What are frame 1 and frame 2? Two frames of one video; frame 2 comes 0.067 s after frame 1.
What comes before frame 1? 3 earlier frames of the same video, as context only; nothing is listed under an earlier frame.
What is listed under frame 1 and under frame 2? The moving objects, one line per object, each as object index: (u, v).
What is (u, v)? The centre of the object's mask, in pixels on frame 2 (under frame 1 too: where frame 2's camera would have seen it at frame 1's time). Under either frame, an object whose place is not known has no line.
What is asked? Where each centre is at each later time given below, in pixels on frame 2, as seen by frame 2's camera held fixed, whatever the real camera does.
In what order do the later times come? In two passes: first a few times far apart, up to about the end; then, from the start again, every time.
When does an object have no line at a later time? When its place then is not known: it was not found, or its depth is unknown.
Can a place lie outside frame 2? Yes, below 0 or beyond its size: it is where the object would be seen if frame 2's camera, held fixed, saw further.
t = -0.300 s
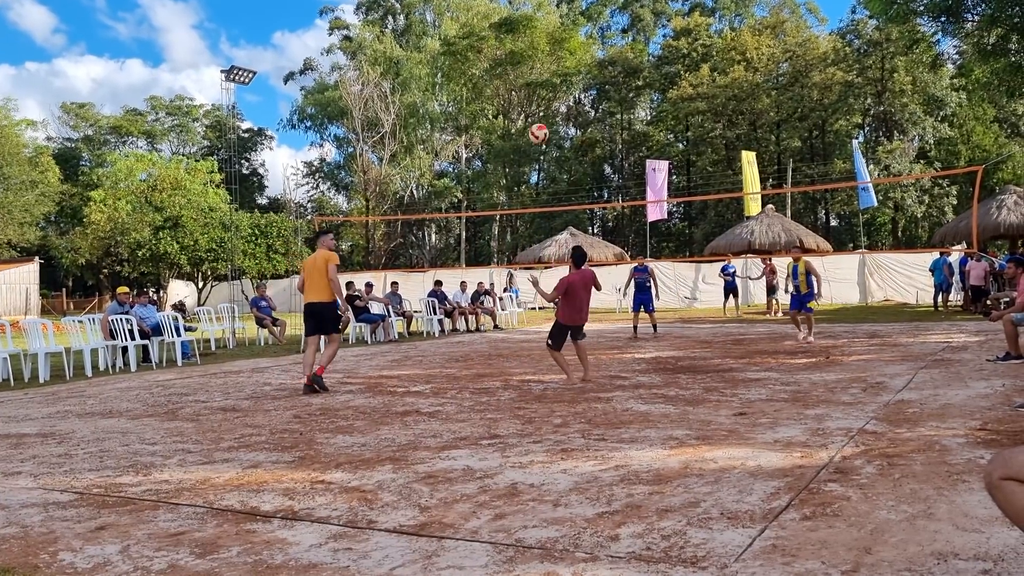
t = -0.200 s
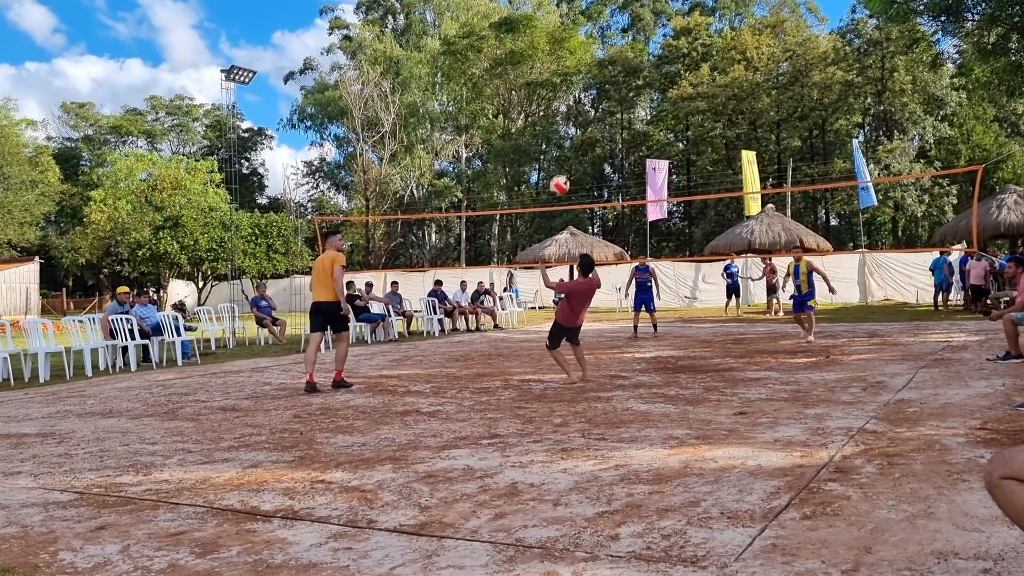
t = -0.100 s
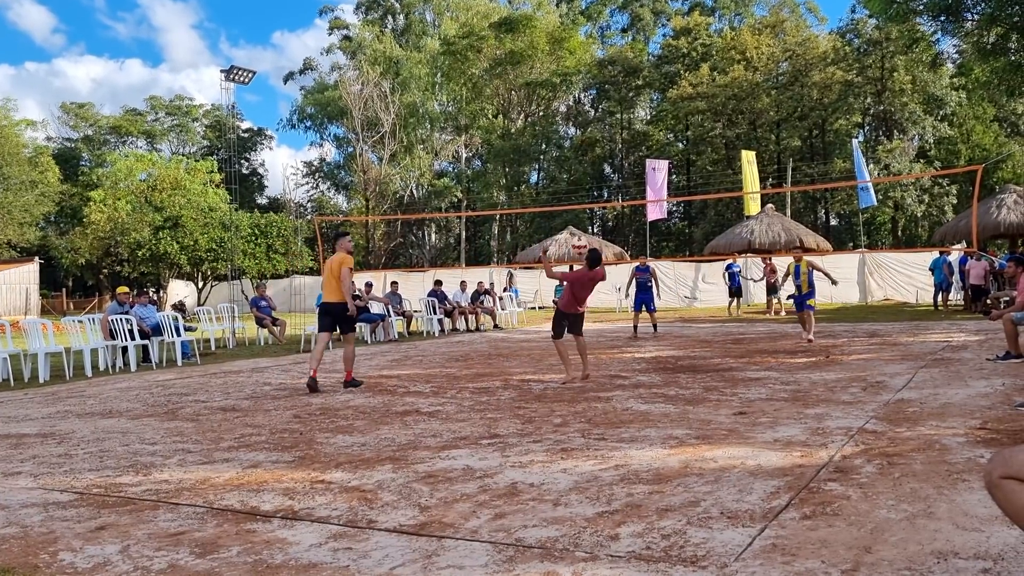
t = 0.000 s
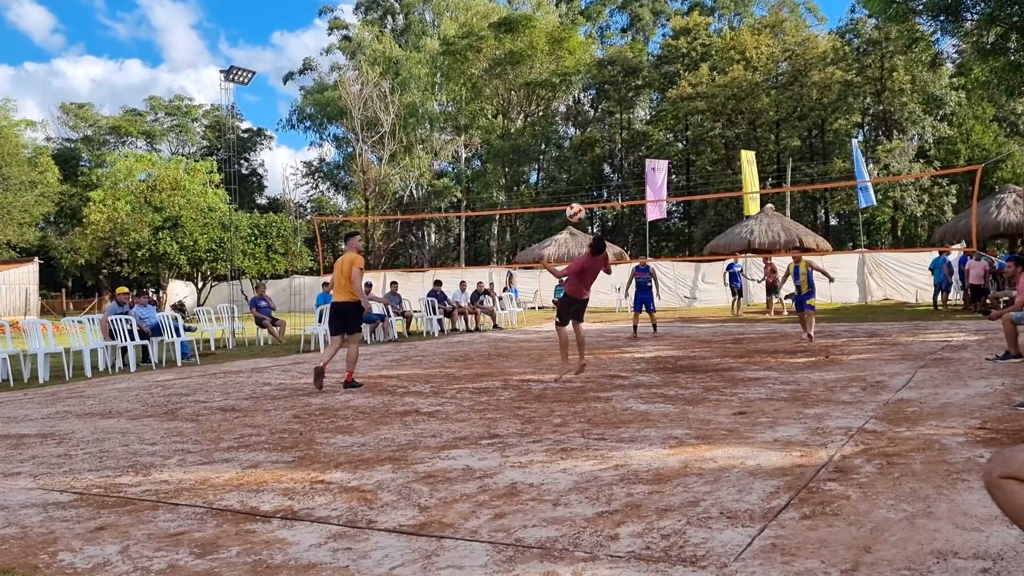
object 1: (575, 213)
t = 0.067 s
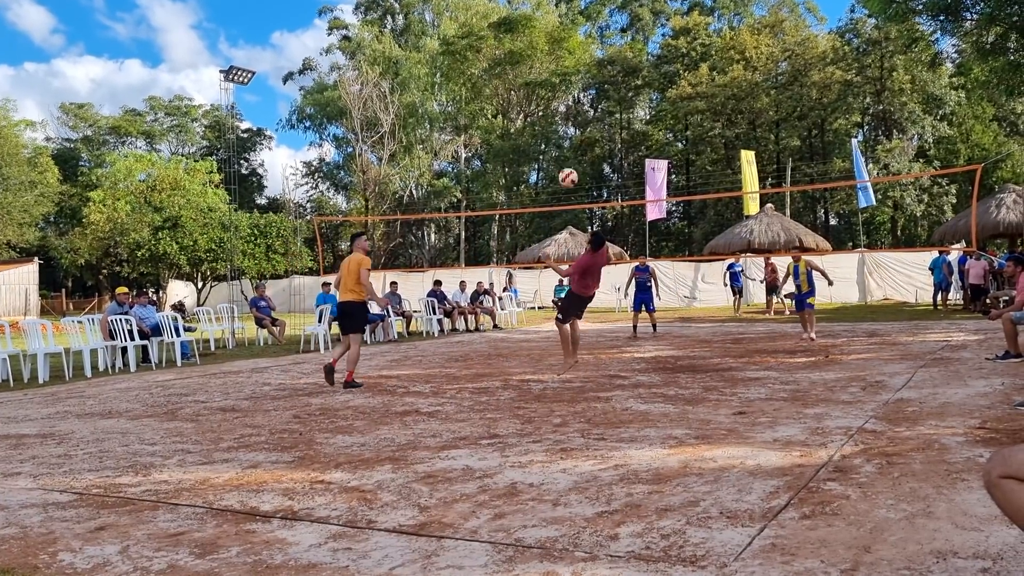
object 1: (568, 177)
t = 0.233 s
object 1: (552, 110)
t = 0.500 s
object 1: (529, 57)
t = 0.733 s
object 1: (512, 60)
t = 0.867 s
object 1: (504, 80)
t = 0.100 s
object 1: (565, 162)
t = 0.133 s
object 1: (561, 147)
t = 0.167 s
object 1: (557, 134)
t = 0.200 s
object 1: (555, 121)
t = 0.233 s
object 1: (552, 110)
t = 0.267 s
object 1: (548, 100)
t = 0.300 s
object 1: (546, 91)
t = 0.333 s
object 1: (543, 83)
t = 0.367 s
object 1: (539, 76)
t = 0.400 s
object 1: (537, 70)
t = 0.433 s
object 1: (534, 65)
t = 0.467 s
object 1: (531, 60)
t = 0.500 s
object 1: (529, 57)
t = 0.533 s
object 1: (526, 55)
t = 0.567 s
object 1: (524, 54)
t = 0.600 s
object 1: (521, 53)
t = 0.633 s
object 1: (519, 53)
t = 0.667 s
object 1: (516, 55)
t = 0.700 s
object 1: (514, 57)
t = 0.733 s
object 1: (512, 60)
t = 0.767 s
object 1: (510, 63)
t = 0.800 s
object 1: (508, 68)
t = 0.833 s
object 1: (506, 73)
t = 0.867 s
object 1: (504, 80)
